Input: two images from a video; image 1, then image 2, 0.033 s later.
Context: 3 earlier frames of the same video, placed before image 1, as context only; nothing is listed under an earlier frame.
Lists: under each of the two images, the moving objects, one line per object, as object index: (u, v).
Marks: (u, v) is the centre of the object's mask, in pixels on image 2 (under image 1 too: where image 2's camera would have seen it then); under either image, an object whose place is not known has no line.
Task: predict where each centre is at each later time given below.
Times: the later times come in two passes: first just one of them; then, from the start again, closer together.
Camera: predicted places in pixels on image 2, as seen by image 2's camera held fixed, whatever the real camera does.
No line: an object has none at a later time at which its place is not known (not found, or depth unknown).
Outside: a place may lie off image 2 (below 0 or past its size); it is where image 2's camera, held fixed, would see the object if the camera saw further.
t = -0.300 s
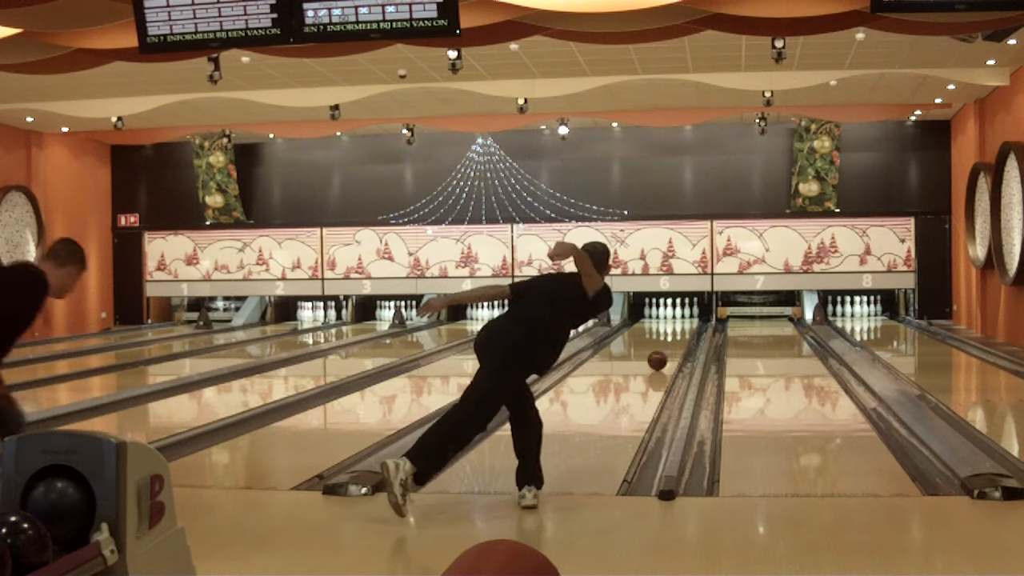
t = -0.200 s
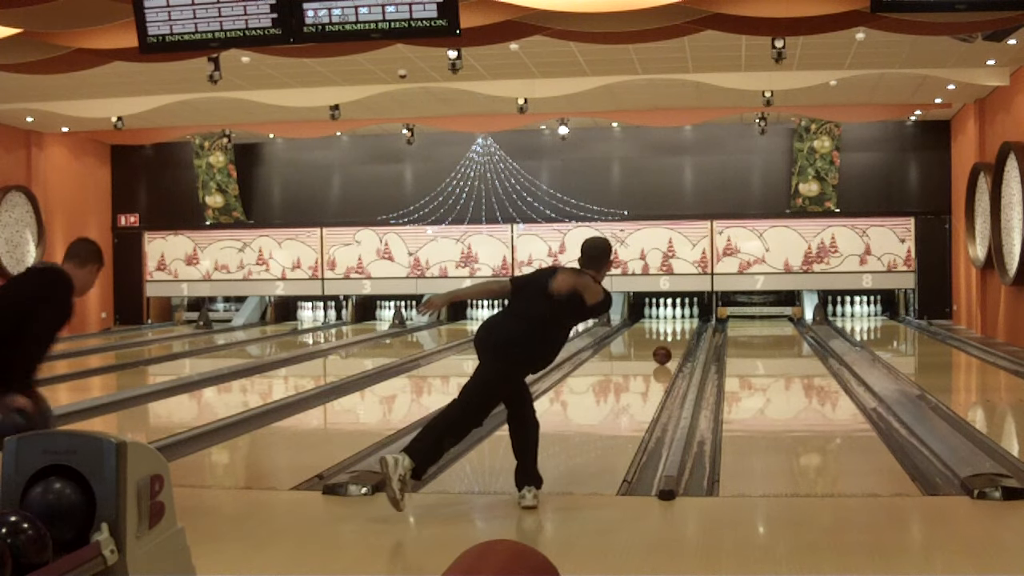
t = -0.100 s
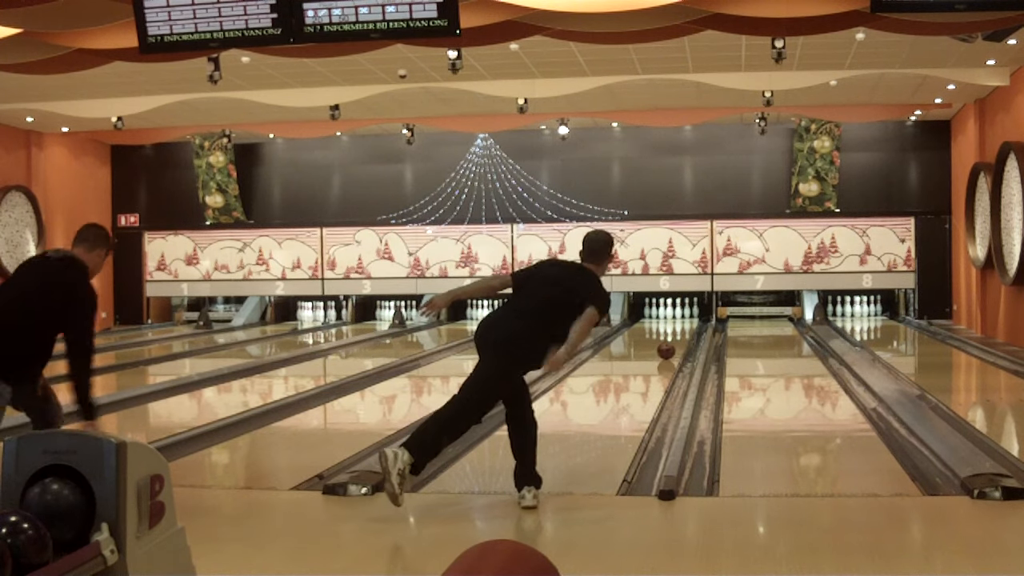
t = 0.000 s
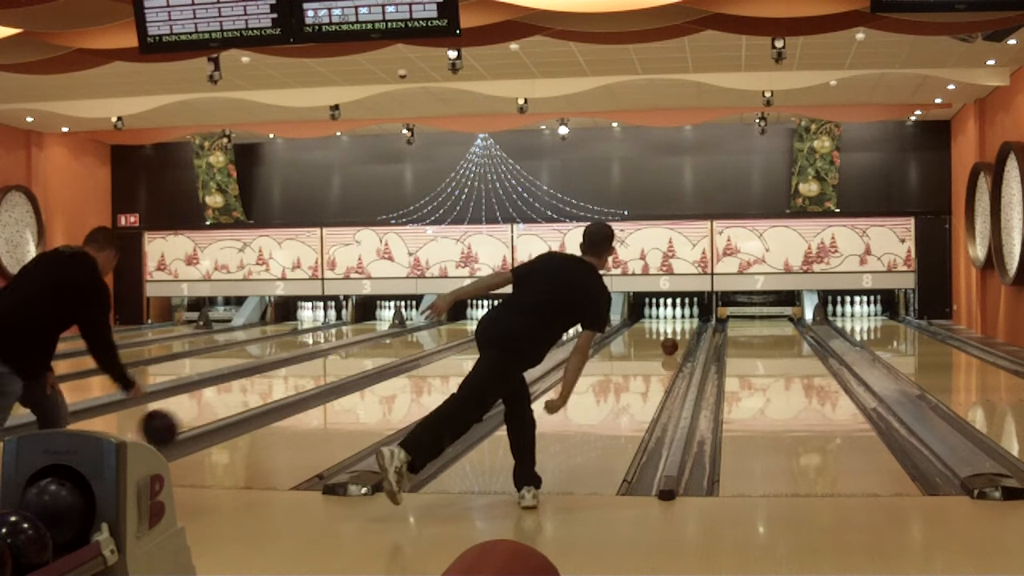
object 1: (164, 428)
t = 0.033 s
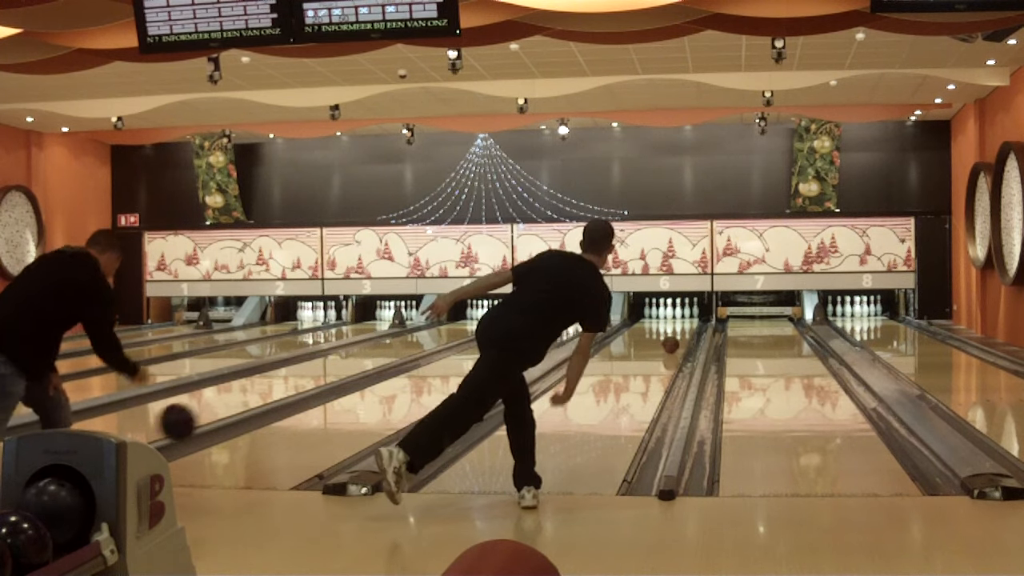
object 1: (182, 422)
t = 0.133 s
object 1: (233, 414)
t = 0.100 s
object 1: (217, 415)
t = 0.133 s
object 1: (233, 414)
